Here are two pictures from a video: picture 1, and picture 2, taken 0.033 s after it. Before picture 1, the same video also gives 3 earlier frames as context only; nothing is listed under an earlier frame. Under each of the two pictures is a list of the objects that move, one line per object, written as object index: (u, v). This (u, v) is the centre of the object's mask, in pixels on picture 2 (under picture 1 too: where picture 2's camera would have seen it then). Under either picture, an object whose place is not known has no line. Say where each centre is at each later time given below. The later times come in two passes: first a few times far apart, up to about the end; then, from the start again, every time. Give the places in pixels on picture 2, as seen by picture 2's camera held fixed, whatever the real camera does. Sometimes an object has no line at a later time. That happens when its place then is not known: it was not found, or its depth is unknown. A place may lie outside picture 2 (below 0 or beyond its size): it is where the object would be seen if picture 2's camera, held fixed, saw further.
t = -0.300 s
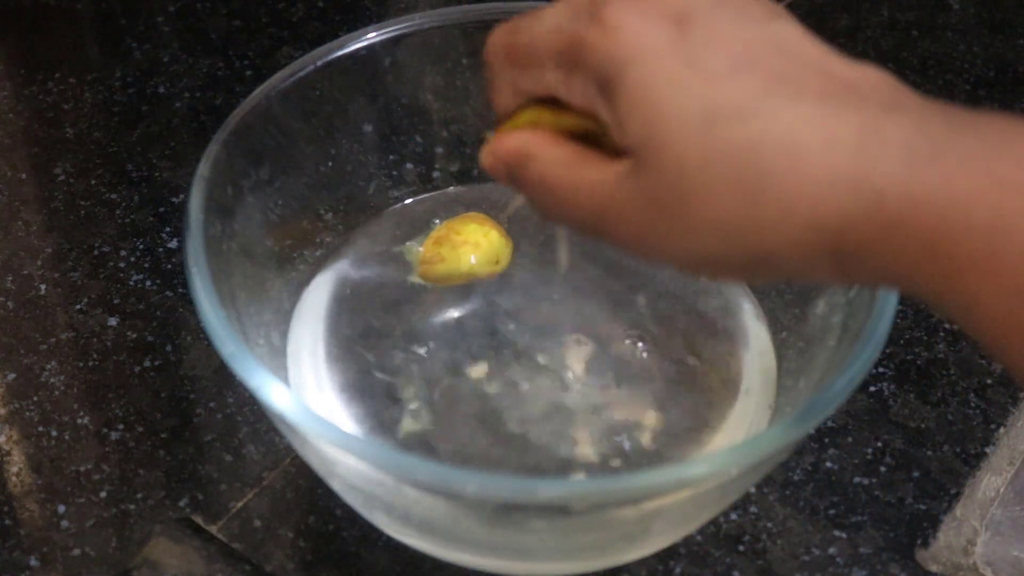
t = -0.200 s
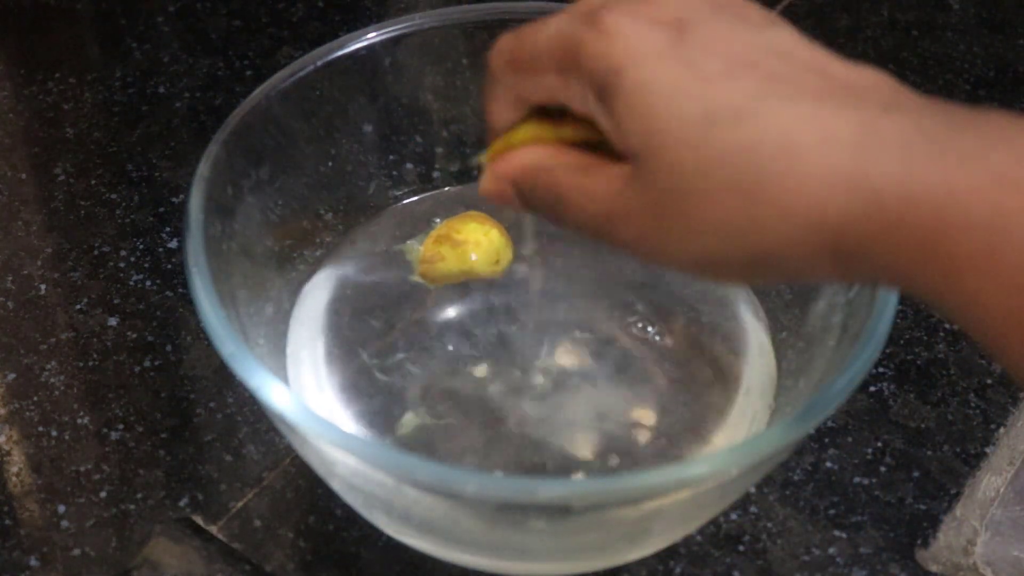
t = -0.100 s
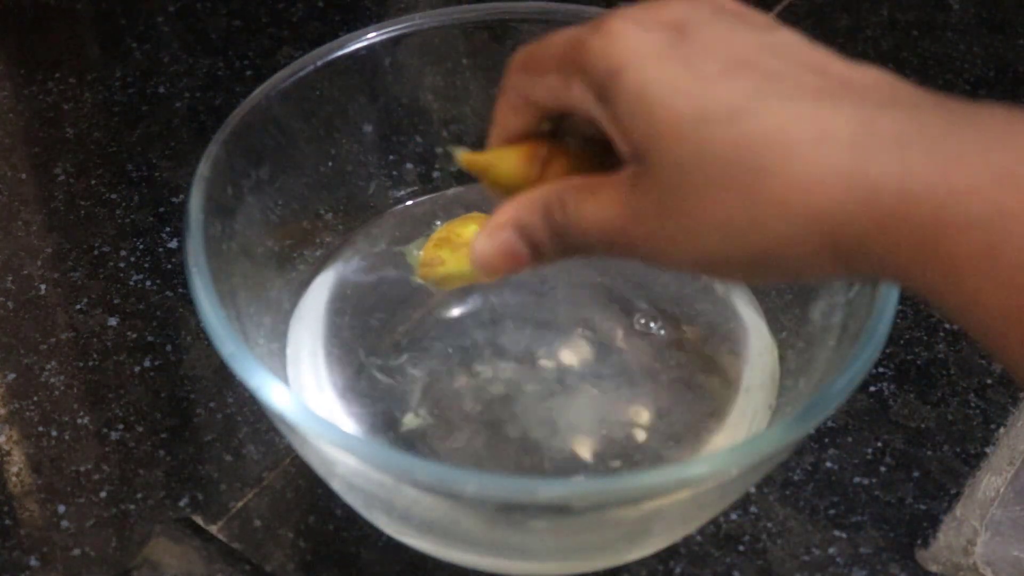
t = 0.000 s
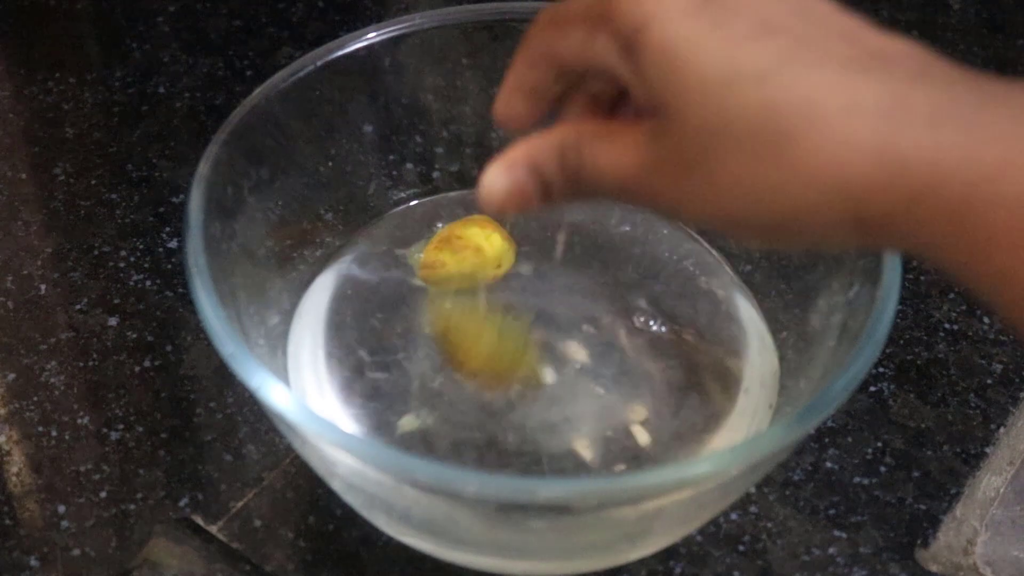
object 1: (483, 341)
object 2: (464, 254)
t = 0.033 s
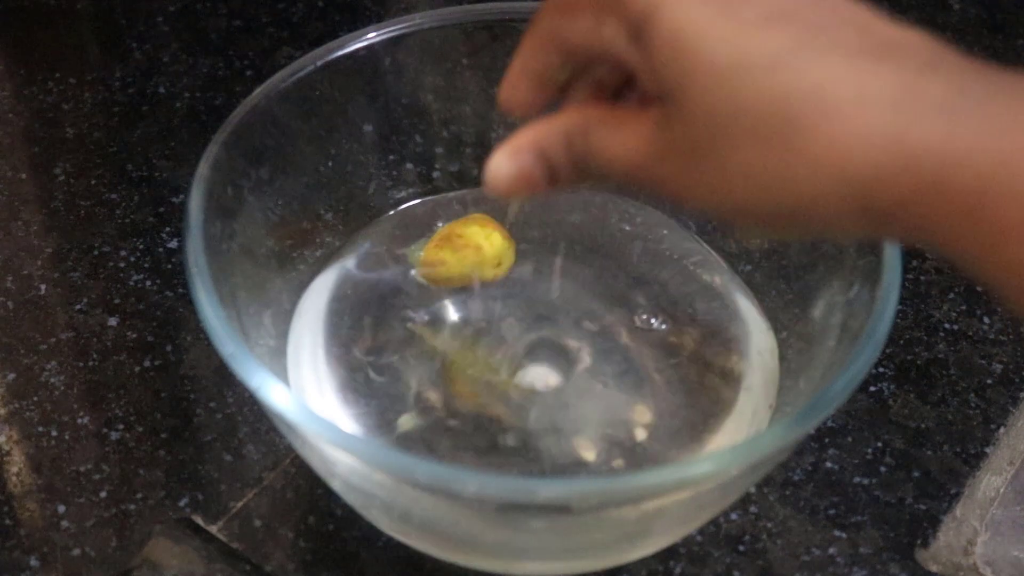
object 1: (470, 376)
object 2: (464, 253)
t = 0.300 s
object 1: (418, 341)
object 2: (473, 248)
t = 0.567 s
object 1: (393, 335)
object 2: (478, 252)
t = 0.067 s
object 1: (470, 379)
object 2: (465, 251)
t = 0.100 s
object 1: (450, 368)
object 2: (466, 252)
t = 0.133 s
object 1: (442, 361)
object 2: (469, 250)
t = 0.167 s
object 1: (433, 347)
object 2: (467, 249)
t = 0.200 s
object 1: (430, 346)
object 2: (469, 251)
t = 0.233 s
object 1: (427, 344)
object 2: (472, 251)
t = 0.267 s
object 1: (421, 343)
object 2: (474, 250)
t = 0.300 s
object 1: (418, 341)
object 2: (473, 248)
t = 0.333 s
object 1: (416, 338)
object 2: (473, 248)
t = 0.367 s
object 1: (409, 335)
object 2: (473, 248)
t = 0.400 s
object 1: (402, 332)
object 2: (478, 250)
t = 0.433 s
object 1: (400, 331)
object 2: (476, 250)
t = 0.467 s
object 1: (397, 333)
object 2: (478, 251)
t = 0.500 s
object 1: (393, 332)
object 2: (477, 250)
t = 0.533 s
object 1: (393, 332)
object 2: (477, 251)
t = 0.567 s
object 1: (393, 335)
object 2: (478, 252)
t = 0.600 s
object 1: (395, 335)
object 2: (478, 250)
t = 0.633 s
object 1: (396, 336)
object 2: (478, 250)
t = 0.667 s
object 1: (395, 335)
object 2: (480, 248)
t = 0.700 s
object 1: (392, 334)
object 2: (481, 247)
